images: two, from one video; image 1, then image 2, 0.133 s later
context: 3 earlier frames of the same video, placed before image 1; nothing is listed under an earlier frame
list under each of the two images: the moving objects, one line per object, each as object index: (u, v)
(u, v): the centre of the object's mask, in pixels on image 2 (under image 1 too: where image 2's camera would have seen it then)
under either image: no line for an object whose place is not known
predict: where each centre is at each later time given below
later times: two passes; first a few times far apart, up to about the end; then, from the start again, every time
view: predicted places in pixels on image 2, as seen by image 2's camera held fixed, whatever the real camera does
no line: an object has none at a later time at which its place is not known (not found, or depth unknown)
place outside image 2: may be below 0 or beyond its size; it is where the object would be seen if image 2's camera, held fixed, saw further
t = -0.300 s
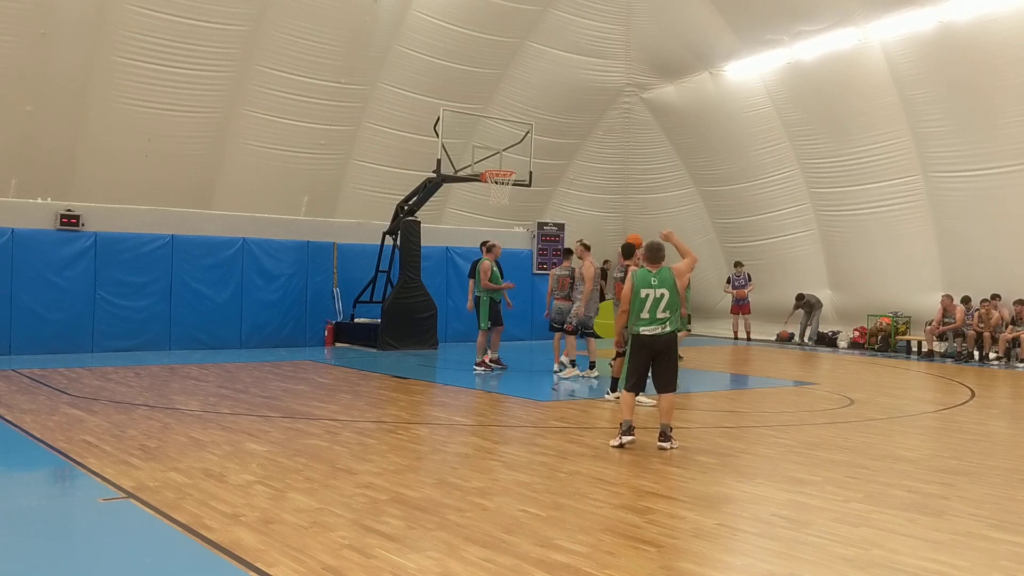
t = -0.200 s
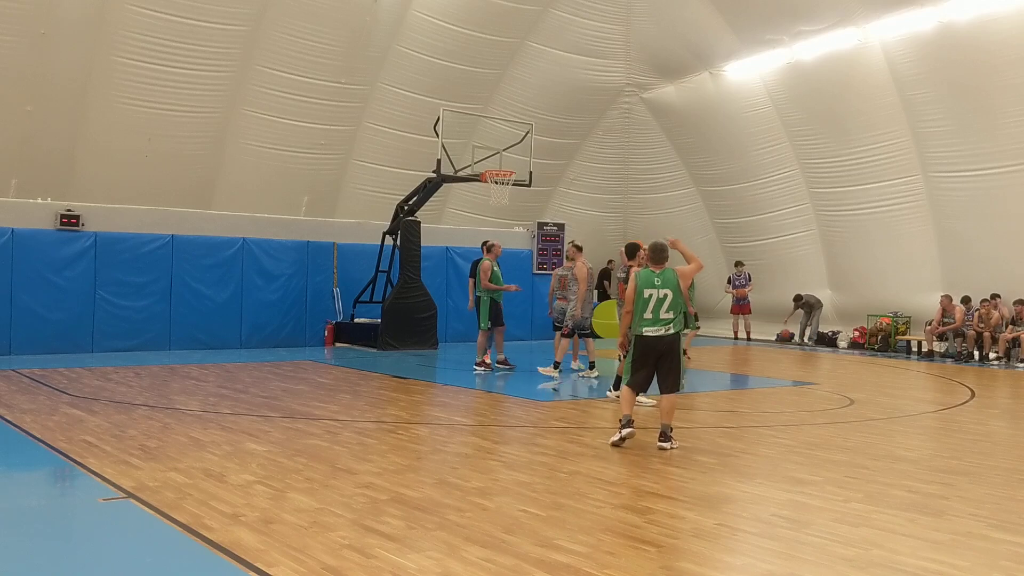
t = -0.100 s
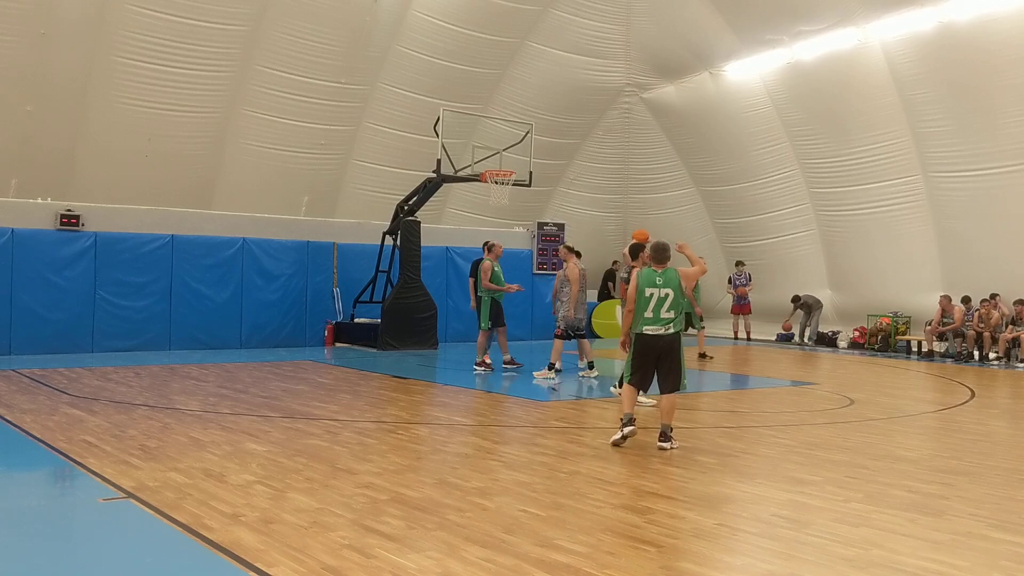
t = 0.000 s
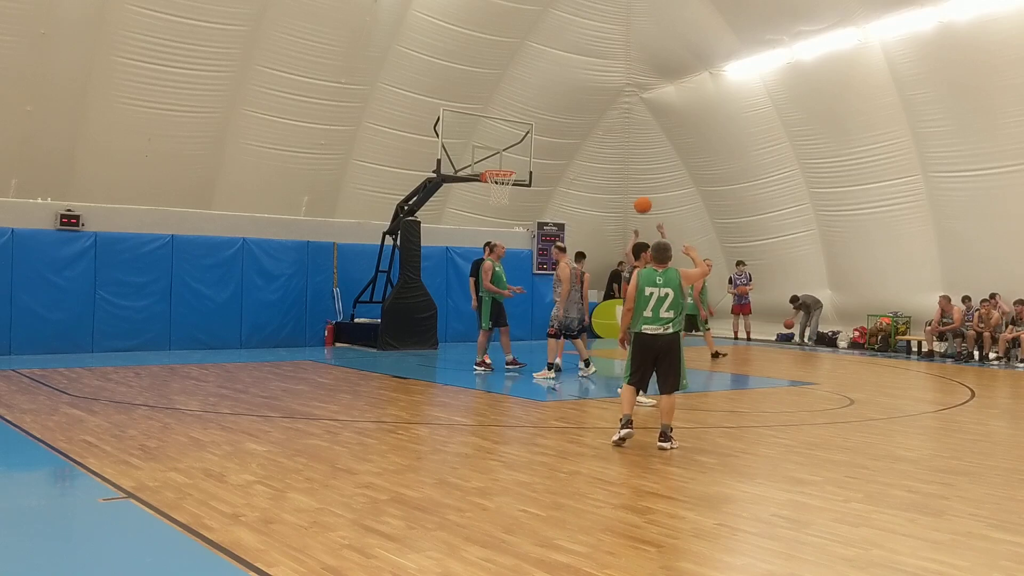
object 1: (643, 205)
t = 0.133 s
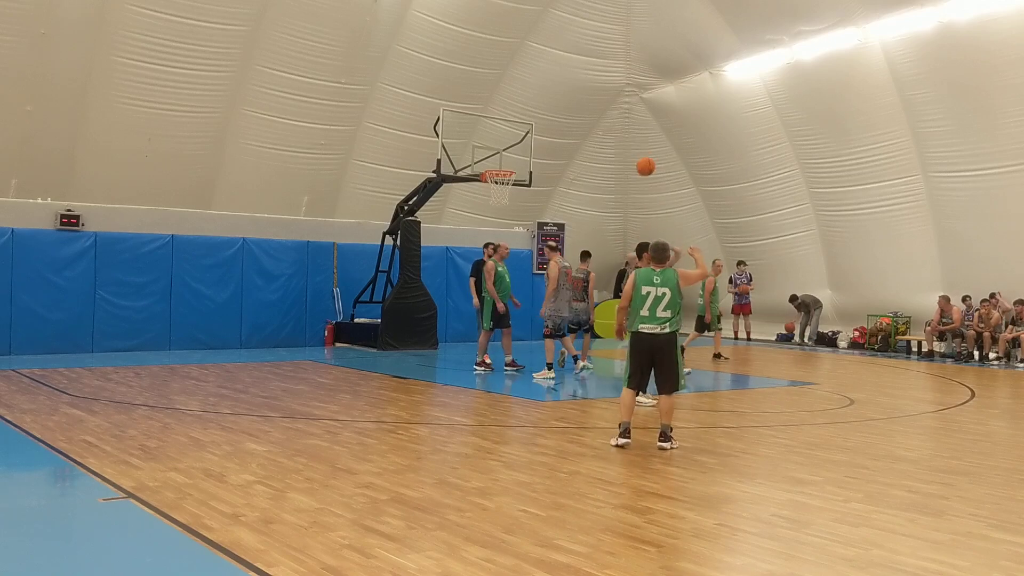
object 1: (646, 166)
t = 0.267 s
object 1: (649, 138)
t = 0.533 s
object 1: (651, 117)
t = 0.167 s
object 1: (646, 158)
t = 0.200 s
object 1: (647, 151)
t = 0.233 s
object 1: (648, 144)
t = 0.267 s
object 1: (649, 138)
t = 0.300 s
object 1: (649, 132)
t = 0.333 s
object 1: (650, 127)
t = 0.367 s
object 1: (650, 123)
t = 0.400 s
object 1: (651, 120)
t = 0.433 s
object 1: (651, 118)
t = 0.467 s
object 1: (651, 117)
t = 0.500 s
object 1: (651, 116)
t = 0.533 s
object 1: (651, 117)
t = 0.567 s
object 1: (651, 118)
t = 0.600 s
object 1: (651, 121)
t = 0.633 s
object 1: (651, 125)
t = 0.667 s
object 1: (651, 131)
